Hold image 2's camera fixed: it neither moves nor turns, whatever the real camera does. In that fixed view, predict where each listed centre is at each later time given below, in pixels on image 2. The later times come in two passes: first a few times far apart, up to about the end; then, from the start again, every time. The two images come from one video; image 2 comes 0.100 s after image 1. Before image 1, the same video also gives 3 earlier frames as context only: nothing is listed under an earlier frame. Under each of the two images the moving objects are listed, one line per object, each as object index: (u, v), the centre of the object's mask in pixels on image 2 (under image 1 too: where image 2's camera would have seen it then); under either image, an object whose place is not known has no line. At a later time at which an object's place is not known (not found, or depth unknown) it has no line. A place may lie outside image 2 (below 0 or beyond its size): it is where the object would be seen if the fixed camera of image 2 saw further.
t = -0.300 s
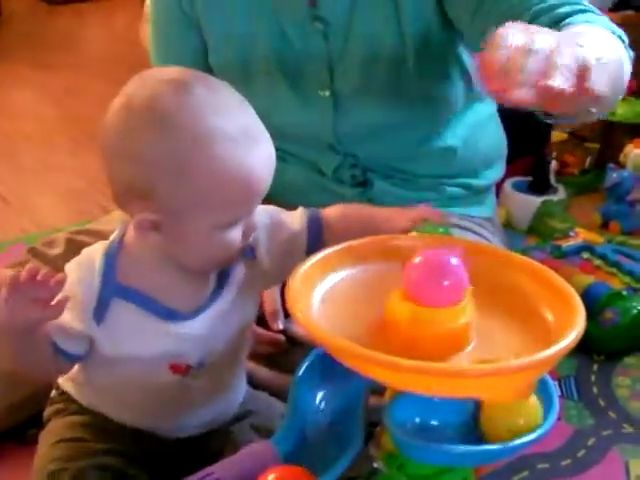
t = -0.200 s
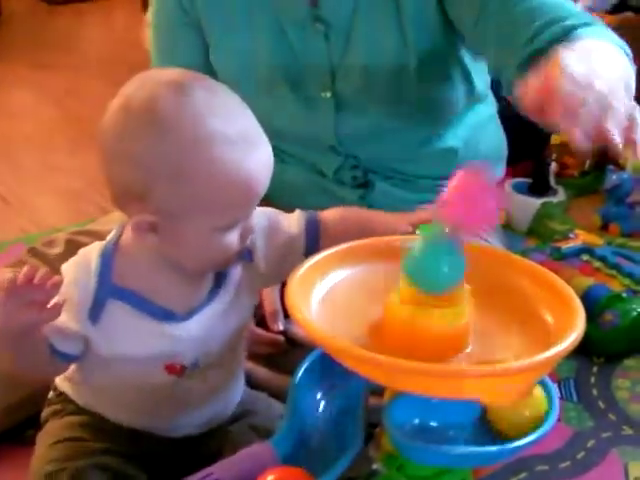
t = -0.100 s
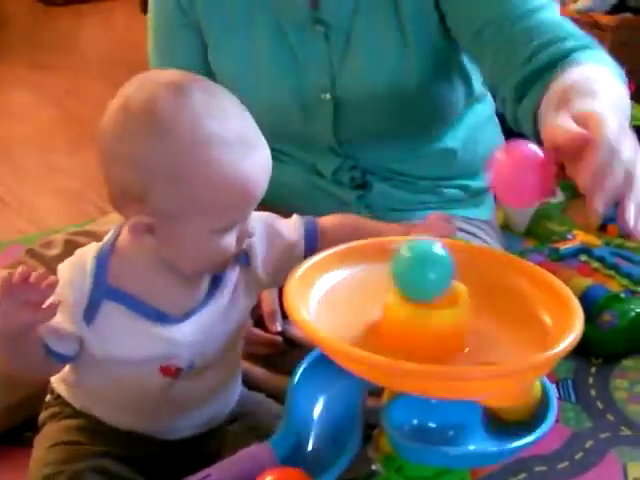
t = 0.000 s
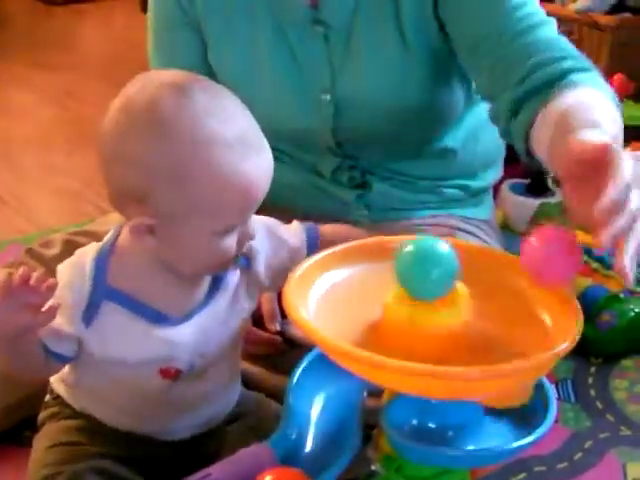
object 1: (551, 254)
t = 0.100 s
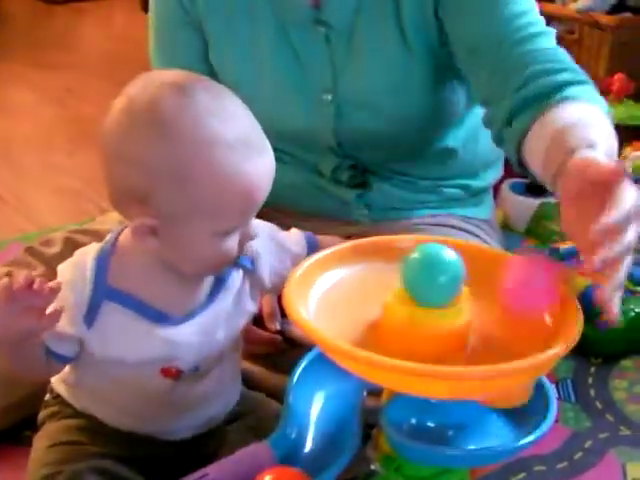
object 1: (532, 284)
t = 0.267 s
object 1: (508, 327)
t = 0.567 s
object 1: (492, 424)
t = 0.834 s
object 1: (518, 414)
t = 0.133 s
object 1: (520, 299)
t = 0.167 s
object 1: (513, 302)
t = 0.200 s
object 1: (507, 315)
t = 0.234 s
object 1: (507, 319)
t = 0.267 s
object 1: (508, 327)
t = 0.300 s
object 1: (508, 330)
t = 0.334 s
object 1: (505, 334)
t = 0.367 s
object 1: (501, 339)
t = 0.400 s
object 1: (499, 351)
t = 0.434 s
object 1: (486, 414)
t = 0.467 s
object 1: (485, 424)
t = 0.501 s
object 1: (490, 423)
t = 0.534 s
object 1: (492, 424)
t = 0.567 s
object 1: (492, 424)
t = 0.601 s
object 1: (495, 424)
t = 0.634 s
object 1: (498, 423)
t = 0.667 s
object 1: (503, 423)
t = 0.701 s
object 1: (506, 422)
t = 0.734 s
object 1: (509, 420)
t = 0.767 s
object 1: (514, 419)
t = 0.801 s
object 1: (517, 416)
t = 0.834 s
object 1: (518, 414)
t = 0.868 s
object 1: (520, 412)
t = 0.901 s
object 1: (519, 407)
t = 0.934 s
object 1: (508, 410)
